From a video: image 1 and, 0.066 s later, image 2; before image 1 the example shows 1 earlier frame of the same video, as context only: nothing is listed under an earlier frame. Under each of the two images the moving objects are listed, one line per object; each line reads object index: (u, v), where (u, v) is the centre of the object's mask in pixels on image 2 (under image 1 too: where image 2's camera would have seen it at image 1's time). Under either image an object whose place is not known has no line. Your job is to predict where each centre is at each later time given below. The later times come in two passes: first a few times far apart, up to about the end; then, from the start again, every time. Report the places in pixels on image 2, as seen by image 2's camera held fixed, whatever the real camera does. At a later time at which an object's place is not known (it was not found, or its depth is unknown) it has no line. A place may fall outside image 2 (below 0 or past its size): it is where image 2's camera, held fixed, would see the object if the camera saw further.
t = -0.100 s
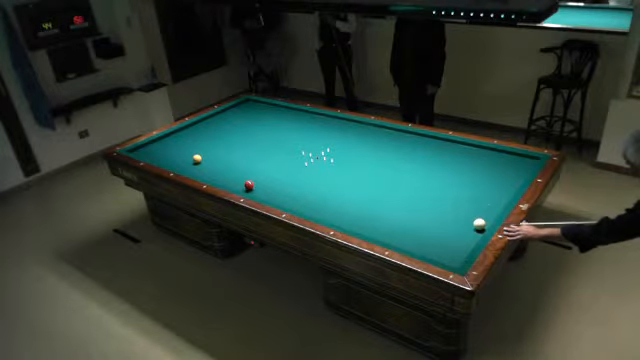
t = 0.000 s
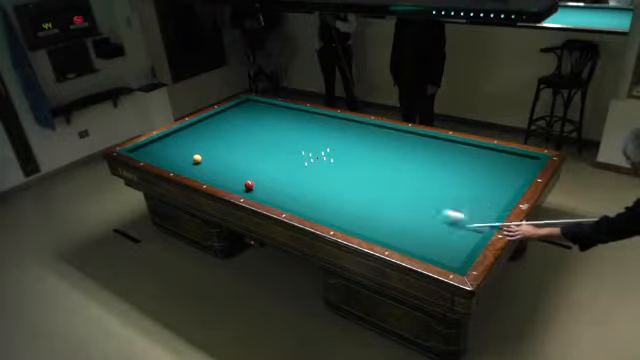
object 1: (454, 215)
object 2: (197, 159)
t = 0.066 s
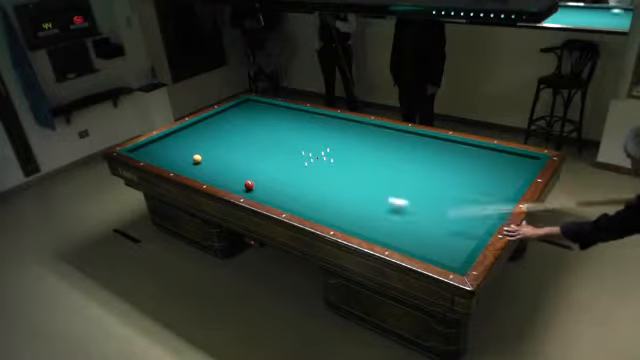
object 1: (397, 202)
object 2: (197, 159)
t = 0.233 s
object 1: (280, 178)
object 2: (197, 159)
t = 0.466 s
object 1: (178, 165)
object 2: (182, 145)
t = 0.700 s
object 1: (205, 148)
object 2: (210, 139)
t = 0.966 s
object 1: (223, 132)
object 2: (278, 150)
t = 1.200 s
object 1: (237, 120)
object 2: (337, 159)
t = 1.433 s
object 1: (248, 110)
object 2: (402, 169)
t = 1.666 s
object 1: (257, 102)
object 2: (475, 181)
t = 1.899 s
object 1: (240, 106)
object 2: (484, 180)
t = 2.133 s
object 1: (225, 109)
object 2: (435, 170)
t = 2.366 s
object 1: (219, 114)
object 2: (400, 162)
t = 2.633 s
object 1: (212, 119)
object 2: (364, 153)
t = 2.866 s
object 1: (206, 123)
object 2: (335, 147)
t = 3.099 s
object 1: (200, 129)
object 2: (308, 141)
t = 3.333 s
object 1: (193, 134)
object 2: (283, 135)
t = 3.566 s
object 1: (187, 139)
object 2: (261, 130)
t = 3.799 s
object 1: (180, 144)
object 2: (239, 124)
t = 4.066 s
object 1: (172, 151)
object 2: (217, 120)
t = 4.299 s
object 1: (166, 156)
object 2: (211, 119)
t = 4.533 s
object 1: (160, 160)
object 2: (222, 122)
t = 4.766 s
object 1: (169, 159)
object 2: (232, 124)
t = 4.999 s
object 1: (178, 158)
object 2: (243, 128)
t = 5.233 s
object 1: (186, 157)
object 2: (254, 131)
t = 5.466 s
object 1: (193, 156)
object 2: (265, 134)
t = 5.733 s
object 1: (201, 154)
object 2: (278, 138)
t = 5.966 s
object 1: (209, 153)
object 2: (290, 141)
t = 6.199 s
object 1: (216, 152)
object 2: (301, 145)
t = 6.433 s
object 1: (222, 151)
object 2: (313, 148)
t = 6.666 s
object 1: (228, 150)
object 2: (325, 152)
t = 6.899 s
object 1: (233, 150)
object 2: (336, 155)
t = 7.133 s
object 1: (240, 149)
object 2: (349, 159)
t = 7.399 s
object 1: (245, 148)
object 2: (364, 163)
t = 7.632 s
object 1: (250, 147)
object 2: (376, 167)
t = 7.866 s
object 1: (255, 146)
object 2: (389, 170)
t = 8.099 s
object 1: (258, 145)
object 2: (402, 174)
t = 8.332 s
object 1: (262, 145)
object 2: (416, 178)
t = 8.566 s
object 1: (266, 145)
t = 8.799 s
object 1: (269, 144)
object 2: (443, 186)
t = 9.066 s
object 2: (458, 190)
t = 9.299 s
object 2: (473, 194)
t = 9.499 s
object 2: (484, 198)
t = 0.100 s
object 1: (371, 198)
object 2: (197, 159)
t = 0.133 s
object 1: (344, 192)
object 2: (197, 159)
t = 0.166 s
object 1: (324, 187)
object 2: (197, 159)
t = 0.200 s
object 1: (301, 183)
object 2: (197, 159)
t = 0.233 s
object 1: (280, 178)
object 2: (197, 159)
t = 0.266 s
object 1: (261, 174)
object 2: (197, 159)
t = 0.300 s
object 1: (243, 170)
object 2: (197, 159)
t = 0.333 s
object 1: (225, 166)
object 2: (197, 159)
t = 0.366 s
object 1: (207, 163)
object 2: (197, 159)
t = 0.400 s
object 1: (195, 163)
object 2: (194, 154)
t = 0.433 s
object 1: (185, 164)
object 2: (187, 150)
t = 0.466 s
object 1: (178, 165)
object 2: (182, 145)
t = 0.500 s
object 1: (182, 163)
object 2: (176, 140)
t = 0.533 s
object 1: (186, 160)
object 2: (171, 135)
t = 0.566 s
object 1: (191, 157)
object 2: (174, 134)
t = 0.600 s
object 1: (194, 155)
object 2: (183, 135)
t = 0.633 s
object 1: (199, 153)
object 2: (191, 136)
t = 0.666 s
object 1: (202, 150)
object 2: (200, 138)
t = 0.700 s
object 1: (205, 148)
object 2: (210, 139)
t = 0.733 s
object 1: (208, 145)
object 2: (218, 140)
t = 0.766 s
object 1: (211, 143)
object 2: (227, 142)
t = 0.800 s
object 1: (213, 141)
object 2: (235, 143)
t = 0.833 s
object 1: (215, 139)
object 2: (244, 144)
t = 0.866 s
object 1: (218, 137)
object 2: (252, 146)
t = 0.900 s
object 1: (219, 135)
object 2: (261, 147)
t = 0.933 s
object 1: (221, 134)
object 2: (270, 149)
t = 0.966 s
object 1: (223, 132)
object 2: (278, 150)
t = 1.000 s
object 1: (225, 130)
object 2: (286, 151)
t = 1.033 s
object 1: (227, 129)
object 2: (294, 152)
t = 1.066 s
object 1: (229, 127)
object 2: (303, 153)
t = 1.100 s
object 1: (231, 124)
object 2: (311, 154)
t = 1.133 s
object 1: (233, 123)
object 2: (319, 156)
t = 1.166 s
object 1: (235, 122)
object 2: (328, 157)
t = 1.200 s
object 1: (237, 120)
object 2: (337, 159)
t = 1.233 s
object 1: (239, 119)
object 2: (346, 160)
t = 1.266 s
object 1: (240, 117)
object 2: (355, 162)
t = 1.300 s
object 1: (242, 115)
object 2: (364, 163)
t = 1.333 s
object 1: (243, 114)
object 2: (374, 165)
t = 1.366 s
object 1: (245, 113)
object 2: (383, 166)
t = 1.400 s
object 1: (247, 111)
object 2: (392, 168)
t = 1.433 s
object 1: (248, 110)
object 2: (402, 169)
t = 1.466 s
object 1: (250, 108)
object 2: (412, 171)
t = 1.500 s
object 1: (252, 107)
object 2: (422, 173)
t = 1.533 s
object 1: (253, 106)
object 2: (432, 174)
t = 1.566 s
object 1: (255, 105)
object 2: (442, 175)
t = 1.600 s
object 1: (256, 103)
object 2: (453, 177)
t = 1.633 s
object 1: (258, 102)
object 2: (464, 179)
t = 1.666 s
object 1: (257, 102)
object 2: (475, 181)
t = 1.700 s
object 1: (254, 102)
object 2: (486, 182)
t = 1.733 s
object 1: (251, 103)
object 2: (498, 184)
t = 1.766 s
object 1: (249, 104)
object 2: (507, 186)
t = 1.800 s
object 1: (247, 104)
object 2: (509, 186)
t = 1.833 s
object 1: (244, 105)
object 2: (500, 184)
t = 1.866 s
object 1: (242, 105)
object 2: (492, 182)
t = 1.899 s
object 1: (240, 106)
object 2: (484, 180)
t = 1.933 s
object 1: (238, 106)
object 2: (476, 178)
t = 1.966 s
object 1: (236, 107)
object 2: (468, 177)
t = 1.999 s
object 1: (233, 107)
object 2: (461, 175)
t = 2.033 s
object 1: (231, 108)
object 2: (454, 174)
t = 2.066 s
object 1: (229, 108)
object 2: (447, 172)
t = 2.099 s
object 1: (227, 108)
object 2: (441, 171)
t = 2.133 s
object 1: (225, 109)
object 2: (435, 170)
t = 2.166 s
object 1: (224, 110)
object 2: (430, 169)
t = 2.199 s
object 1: (224, 110)
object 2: (425, 167)
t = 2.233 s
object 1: (222, 111)
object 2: (420, 166)
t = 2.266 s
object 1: (222, 112)
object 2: (415, 165)
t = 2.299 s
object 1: (221, 113)
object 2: (410, 165)
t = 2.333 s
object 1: (220, 113)
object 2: (405, 163)
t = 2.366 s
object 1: (219, 114)
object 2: (400, 162)
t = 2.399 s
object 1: (218, 114)
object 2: (396, 161)
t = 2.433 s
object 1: (217, 115)
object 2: (391, 160)
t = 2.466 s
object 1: (216, 115)
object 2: (386, 159)
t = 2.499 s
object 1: (216, 116)
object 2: (382, 157)
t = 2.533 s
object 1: (215, 117)
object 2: (377, 156)
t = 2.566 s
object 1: (214, 118)
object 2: (373, 155)
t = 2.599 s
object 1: (213, 118)
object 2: (368, 154)
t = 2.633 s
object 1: (212, 119)
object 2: (364, 153)
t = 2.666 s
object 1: (211, 120)
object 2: (360, 152)
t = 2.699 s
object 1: (210, 121)
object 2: (356, 151)
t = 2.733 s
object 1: (209, 121)
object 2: (351, 150)
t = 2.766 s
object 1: (209, 122)
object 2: (347, 149)
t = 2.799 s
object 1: (208, 122)
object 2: (343, 149)
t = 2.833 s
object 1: (207, 123)
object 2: (339, 148)
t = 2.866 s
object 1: (206, 123)
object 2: (335, 147)
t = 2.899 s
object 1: (205, 124)
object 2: (331, 146)
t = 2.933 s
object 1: (204, 125)
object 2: (327, 145)
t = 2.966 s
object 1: (203, 126)
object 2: (324, 144)
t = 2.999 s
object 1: (202, 127)
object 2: (320, 143)
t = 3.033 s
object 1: (202, 127)
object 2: (315, 142)
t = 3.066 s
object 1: (201, 128)
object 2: (311, 142)
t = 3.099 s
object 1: (200, 129)
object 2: (308, 141)
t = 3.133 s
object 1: (199, 130)
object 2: (304, 140)
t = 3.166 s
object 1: (198, 130)
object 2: (301, 139)
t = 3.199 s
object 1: (197, 131)
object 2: (297, 138)
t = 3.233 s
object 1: (196, 132)
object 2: (294, 137)
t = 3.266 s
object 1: (195, 132)
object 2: (291, 137)
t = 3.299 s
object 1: (194, 133)
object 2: (287, 136)
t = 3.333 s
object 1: (193, 134)
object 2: (283, 135)
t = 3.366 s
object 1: (192, 135)
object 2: (280, 134)
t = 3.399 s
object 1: (191, 136)
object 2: (276, 133)
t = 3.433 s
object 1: (190, 136)
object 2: (273, 133)
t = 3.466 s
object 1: (190, 137)
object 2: (270, 132)
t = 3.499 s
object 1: (189, 137)
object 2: (267, 132)
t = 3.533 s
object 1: (188, 138)
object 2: (264, 131)
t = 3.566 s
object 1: (187, 139)
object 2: (261, 130)
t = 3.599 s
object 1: (186, 140)
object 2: (258, 129)
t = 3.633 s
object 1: (185, 140)
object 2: (255, 129)
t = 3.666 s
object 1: (184, 141)
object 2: (251, 128)
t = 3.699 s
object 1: (183, 142)
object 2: (248, 127)
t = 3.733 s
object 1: (182, 143)
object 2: (245, 126)
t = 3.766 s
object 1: (181, 144)
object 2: (242, 125)
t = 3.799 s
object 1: (180, 144)
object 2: (239, 124)
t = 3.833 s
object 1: (179, 145)
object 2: (236, 124)
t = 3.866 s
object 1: (178, 146)
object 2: (234, 124)
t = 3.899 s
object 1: (177, 147)
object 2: (231, 123)
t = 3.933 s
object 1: (176, 148)
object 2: (228, 122)
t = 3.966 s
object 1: (175, 148)
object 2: (225, 122)
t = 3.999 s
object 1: (174, 149)
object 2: (222, 121)
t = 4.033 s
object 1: (173, 150)
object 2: (220, 120)
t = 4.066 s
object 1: (172, 151)
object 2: (217, 120)
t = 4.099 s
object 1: (171, 151)
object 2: (214, 120)
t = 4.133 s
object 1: (170, 152)
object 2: (212, 119)
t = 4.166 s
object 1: (169, 153)
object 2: (209, 118)
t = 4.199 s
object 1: (169, 154)
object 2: (206, 117)
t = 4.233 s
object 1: (168, 154)
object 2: (207, 117)
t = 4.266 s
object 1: (167, 155)
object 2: (210, 119)
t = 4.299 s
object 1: (166, 156)
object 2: (211, 119)
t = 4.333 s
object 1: (165, 157)
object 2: (213, 119)
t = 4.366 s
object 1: (164, 157)
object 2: (214, 120)
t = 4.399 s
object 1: (163, 158)
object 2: (216, 120)
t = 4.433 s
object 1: (162, 159)
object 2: (217, 121)
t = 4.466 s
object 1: (161, 159)
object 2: (219, 121)
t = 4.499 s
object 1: (160, 160)
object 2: (220, 122)
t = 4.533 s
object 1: (160, 160)
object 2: (222, 122)
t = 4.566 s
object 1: (161, 160)
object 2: (223, 122)
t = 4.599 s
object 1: (163, 159)
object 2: (225, 123)
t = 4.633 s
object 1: (164, 159)
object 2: (226, 123)
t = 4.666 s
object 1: (166, 159)
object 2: (228, 123)
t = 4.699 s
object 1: (167, 159)
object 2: (229, 124)
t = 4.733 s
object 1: (168, 159)
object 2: (231, 124)
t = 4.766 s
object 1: (169, 159)
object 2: (232, 124)
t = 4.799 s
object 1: (170, 159)
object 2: (234, 125)
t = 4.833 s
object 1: (172, 159)
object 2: (235, 125)
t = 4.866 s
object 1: (173, 159)
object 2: (237, 126)
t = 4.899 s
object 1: (174, 158)
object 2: (238, 126)
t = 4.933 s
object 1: (175, 158)
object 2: (239, 126)
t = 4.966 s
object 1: (177, 158)
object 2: (241, 127)
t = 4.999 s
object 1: (178, 158)
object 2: (243, 128)
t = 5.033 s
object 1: (179, 158)
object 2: (245, 129)
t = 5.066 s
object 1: (180, 158)
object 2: (246, 129)
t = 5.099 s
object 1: (181, 157)
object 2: (248, 129)
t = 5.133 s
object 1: (182, 157)
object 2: (249, 130)
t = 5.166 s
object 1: (183, 157)
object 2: (251, 130)
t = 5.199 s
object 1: (184, 157)
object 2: (252, 131)
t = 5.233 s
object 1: (186, 157)
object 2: (254, 131)
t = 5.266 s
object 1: (187, 157)
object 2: (256, 132)
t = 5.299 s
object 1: (188, 156)
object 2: (257, 132)
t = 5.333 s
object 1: (189, 156)
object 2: (259, 132)
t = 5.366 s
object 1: (190, 156)
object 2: (260, 133)
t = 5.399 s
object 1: (192, 155)
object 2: (262, 134)
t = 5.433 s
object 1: (193, 156)
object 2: (263, 134)
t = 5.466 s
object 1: (193, 156)
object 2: (265, 134)
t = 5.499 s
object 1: (195, 155)
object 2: (267, 135)
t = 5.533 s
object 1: (196, 155)
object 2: (268, 135)
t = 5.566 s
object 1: (197, 155)
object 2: (270, 136)
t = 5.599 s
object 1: (198, 155)
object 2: (272, 136)
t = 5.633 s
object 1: (199, 155)
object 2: (273, 137)
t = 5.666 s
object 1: (200, 155)
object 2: (275, 137)
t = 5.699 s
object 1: (201, 154)
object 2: (276, 138)
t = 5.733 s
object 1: (201, 154)
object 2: (278, 138)
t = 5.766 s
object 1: (203, 154)
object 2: (279, 138)
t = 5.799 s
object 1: (204, 154)
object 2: (281, 139)
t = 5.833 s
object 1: (205, 154)
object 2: (283, 139)
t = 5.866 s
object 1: (206, 154)
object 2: (284, 140)
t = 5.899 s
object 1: (207, 154)
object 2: (286, 140)
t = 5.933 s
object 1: (208, 153)
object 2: (288, 141)
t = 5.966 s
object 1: (209, 153)
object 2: (290, 141)
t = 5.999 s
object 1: (209, 153)
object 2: (291, 142)
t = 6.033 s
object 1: (211, 153)
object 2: (293, 142)
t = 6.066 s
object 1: (212, 153)
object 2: (294, 143)
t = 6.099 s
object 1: (212, 153)
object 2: (296, 143)
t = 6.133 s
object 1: (214, 152)
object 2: (298, 144)
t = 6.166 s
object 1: (215, 152)
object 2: (299, 144)
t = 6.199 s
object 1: (216, 152)
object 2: (301, 145)
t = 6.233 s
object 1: (217, 152)
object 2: (303, 145)
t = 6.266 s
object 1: (217, 152)
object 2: (305, 146)
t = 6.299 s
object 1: (219, 151)
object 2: (306, 146)
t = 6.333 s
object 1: (219, 152)
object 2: (308, 146)
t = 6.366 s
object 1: (220, 152)
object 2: (309, 147)
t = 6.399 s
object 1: (221, 151)
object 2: (311, 148)
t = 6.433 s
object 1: (222, 151)
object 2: (313, 148)
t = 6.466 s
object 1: (223, 151)
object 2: (314, 148)
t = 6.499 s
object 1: (224, 151)
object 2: (316, 148)
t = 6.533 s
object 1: (224, 151)
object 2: (318, 150)
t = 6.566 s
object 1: (226, 150)
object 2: (319, 150)
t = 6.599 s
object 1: (227, 150)
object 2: (322, 150)
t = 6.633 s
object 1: (227, 150)
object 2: (324, 151)
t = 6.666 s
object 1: (228, 150)
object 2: (325, 152)
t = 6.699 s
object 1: (229, 150)
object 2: (327, 152)
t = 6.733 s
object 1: (230, 150)
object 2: (328, 153)
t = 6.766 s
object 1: (230, 150)
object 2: (330, 153)
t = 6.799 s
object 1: (232, 150)
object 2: (331, 153)
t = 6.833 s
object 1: (232, 150)
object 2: (333, 154)
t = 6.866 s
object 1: (233, 149)
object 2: (335, 155)
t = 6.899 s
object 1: (233, 150)
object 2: (336, 155)
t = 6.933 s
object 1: (235, 149)
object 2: (338, 156)
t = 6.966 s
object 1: (235, 149)
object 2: (341, 156)
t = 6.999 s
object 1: (236, 149)
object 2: (343, 157)
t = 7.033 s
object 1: (237, 149)
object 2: (344, 157)
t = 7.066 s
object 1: (237, 149)
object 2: (346, 158)
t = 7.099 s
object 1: (238, 149)
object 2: (347, 158)
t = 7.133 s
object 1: (240, 149)
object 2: (349, 159)
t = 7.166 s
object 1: (240, 148)
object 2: (351, 159)
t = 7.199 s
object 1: (241, 148)
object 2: (353, 160)
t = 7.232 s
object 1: (241, 148)
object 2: (354, 160)
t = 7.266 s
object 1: (242, 148)
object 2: (357, 161)
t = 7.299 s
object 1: (243, 148)
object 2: (358, 161)
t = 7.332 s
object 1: (244, 148)
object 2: (360, 162)
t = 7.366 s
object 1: (245, 148)
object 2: (362, 162)
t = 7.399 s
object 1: (245, 148)
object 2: (364, 163)
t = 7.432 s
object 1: (246, 147)
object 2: (366, 164)
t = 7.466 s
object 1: (246, 147)
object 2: (367, 164)
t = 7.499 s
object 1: (247, 147)
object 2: (369, 165)
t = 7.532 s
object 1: (248, 147)
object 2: (371, 165)
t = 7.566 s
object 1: (249, 147)
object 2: (373, 166)
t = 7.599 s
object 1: (249, 147)
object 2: (374, 166)
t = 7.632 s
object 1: (250, 147)
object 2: (376, 167)
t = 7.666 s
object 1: (250, 147)
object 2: (378, 167)
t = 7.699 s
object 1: (251, 147)
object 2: (380, 168)
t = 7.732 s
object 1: (252, 146)
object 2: (382, 168)
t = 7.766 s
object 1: (252, 146)
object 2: (384, 169)
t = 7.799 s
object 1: (253, 146)
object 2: (385, 169)
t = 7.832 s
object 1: (253, 146)
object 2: (387, 170)
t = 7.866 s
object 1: (255, 146)
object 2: (389, 170)
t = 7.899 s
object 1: (255, 146)
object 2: (391, 171)
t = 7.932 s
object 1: (255, 146)
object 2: (393, 171)
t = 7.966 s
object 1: (256, 146)
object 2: (395, 172)
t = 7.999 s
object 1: (257, 146)
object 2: (397, 172)
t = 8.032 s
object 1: (258, 146)
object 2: (399, 173)
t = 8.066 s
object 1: (258, 145)
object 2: (401, 174)
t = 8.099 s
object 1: (258, 145)
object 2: (402, 174)
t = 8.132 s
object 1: (259, 146)
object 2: (404, 175)
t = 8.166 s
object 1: (260, 145)
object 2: (406, 175)
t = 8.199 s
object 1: (260, 145)
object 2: (408, 176)
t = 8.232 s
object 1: (261, 145)
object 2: (410, 176)
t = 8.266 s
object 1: (261, 145)
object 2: (412, 177)
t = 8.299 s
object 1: (262, 145)
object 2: (414, 177)
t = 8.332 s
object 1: (262, 145)
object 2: (416, 178)
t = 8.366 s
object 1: (263, 145)
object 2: (417, 179)
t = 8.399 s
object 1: (263, 145)
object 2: (419, 179)
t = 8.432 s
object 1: (263, 145)
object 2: (421, 180)
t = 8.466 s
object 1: (264, 145)
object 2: (423, 180)
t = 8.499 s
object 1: (265, 145)
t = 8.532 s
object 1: (265, 145)
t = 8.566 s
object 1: (266, 145)
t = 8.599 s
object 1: (266, 145)
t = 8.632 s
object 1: (267, 144)
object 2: (433, 183)
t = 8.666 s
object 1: (267, 144)
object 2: (435, 184)
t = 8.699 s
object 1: (268, 144)
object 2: (437, 184)
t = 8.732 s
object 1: (268, 144)
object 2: (439, 185)
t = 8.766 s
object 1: (269, 144)
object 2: (441, 185)
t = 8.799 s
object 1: (269, 144)
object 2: (443, 186)
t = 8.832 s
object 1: (270, 144)
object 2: (444, 186)
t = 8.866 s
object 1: (270, 144)
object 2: (446, 187)
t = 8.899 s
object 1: (270, 144)
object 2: (448, 188)
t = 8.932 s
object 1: (271, 144)
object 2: (450, 188)
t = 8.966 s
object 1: (271, 144)
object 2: (452, 188)
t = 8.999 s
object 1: (271, 143)
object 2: (454, 189)
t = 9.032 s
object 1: (270, 143)
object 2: (456, 190)
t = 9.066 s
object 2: (458, 190)
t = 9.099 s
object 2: (460, 191)
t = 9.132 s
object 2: (462, 192)
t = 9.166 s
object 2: (464, 192)
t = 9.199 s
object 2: (466, 193)
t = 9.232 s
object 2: (468, 193)
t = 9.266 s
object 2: (470, 194)
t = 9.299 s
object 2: (473, 194)
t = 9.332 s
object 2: (474, 195)
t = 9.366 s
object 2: (476, 196)
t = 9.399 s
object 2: (478, 197)
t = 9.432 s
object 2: (480, 197)
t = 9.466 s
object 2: (482, 198)
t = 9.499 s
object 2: (484, 198)
